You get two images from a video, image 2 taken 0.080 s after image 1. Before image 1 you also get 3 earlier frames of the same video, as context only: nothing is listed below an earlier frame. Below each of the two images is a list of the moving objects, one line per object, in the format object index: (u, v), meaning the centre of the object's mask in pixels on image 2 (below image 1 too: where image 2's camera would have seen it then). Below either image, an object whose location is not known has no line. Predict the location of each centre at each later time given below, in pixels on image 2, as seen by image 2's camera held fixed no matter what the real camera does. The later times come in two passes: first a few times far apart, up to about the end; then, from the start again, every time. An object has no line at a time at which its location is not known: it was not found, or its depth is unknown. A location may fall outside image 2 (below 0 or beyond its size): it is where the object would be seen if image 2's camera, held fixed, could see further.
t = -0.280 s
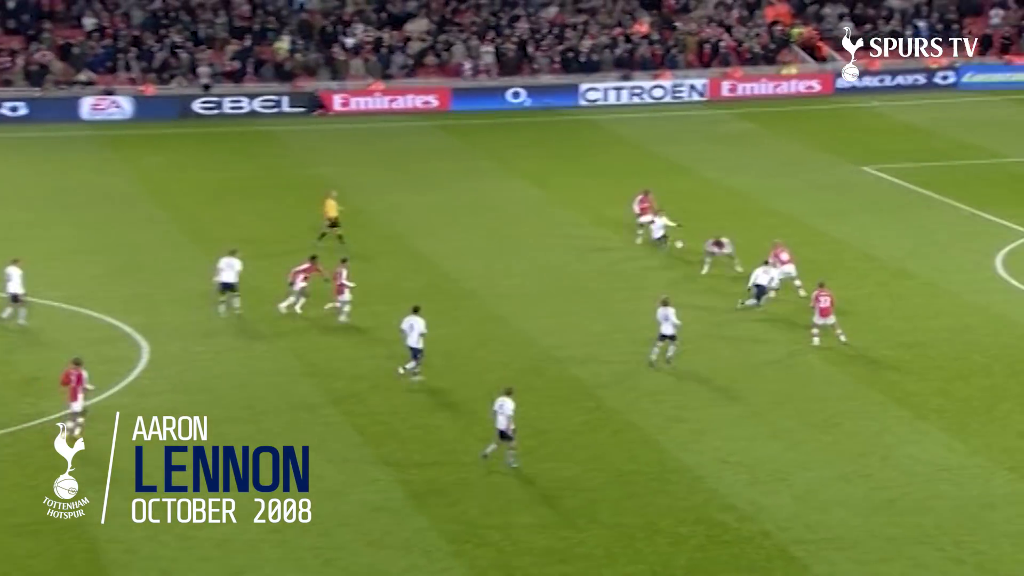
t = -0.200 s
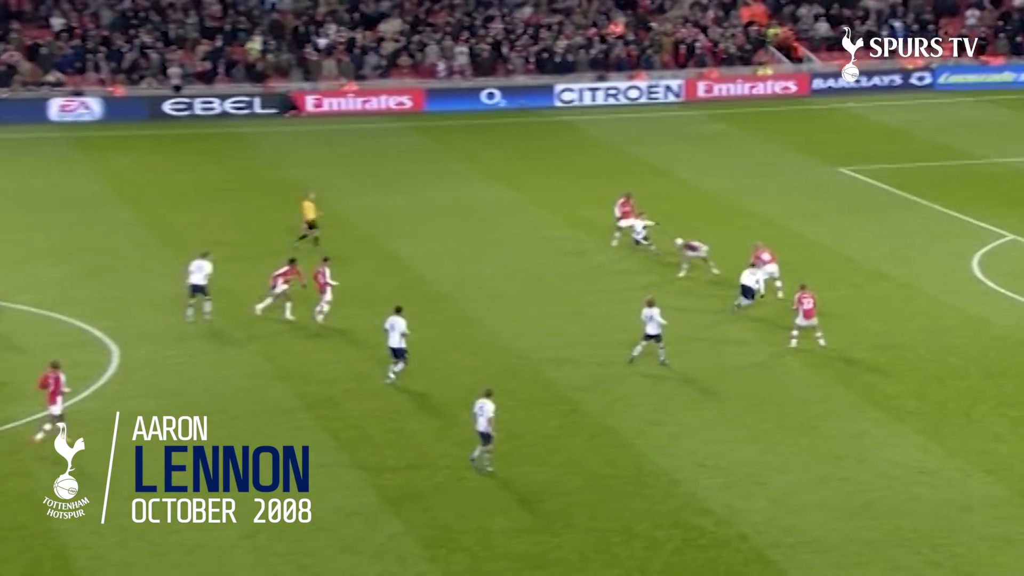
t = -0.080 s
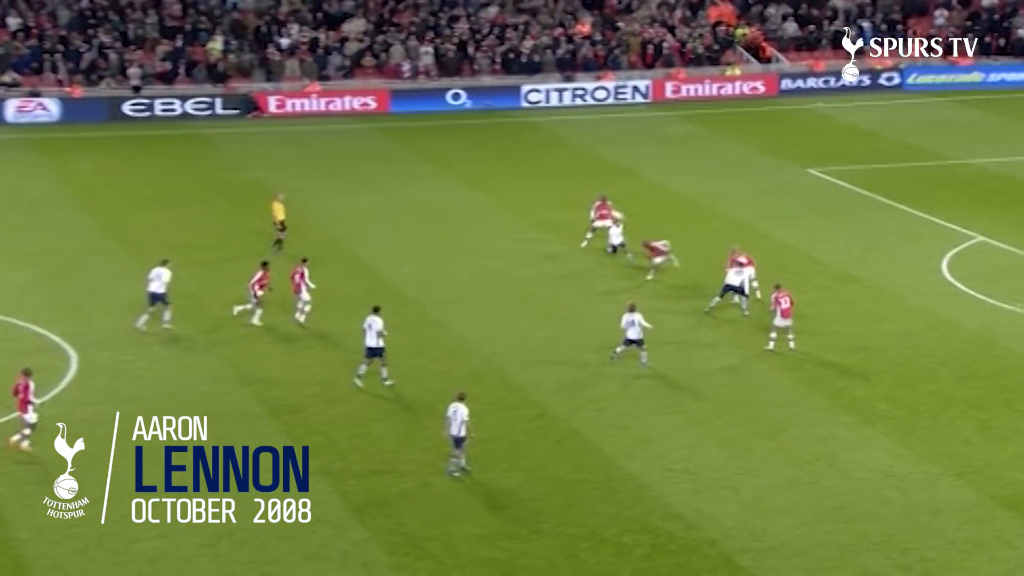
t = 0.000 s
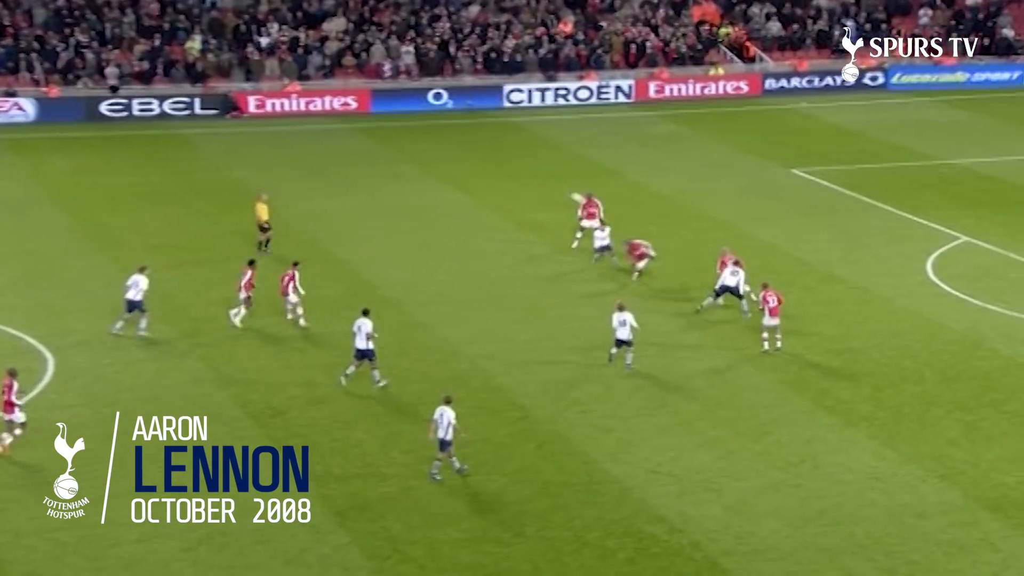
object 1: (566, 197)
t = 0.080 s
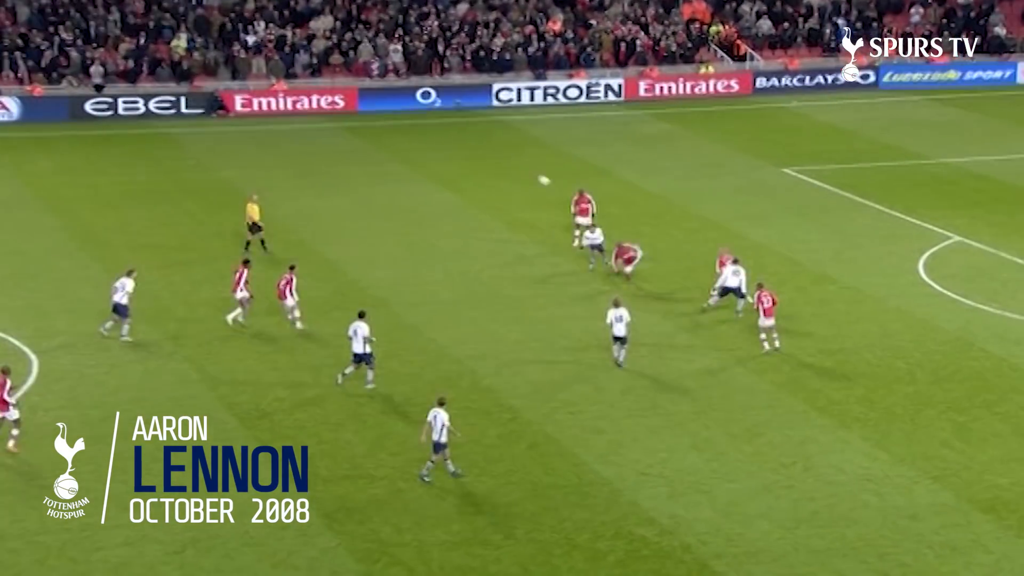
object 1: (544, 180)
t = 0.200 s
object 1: (510, 159)
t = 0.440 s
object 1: (446, 131)
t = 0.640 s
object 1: (395, 121)
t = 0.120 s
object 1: (533, 173)
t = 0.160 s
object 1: (522, 166)
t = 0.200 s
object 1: (510, 159)
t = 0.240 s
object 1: (500, 153)
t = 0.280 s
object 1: (489, 149)
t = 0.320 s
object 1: (479, 143)
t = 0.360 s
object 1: (468, 139)
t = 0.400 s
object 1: (457, 135)
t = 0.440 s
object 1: (446, 131)
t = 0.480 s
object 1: (436, 128)
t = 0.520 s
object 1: (426, 125)
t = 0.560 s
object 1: (415, 123)
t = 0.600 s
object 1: (405, 121)
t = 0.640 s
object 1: (395, 121)
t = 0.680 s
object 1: (384, 120)
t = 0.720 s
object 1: (373, 120)
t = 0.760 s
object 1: (363, 121)
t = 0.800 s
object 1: (354, 123)
